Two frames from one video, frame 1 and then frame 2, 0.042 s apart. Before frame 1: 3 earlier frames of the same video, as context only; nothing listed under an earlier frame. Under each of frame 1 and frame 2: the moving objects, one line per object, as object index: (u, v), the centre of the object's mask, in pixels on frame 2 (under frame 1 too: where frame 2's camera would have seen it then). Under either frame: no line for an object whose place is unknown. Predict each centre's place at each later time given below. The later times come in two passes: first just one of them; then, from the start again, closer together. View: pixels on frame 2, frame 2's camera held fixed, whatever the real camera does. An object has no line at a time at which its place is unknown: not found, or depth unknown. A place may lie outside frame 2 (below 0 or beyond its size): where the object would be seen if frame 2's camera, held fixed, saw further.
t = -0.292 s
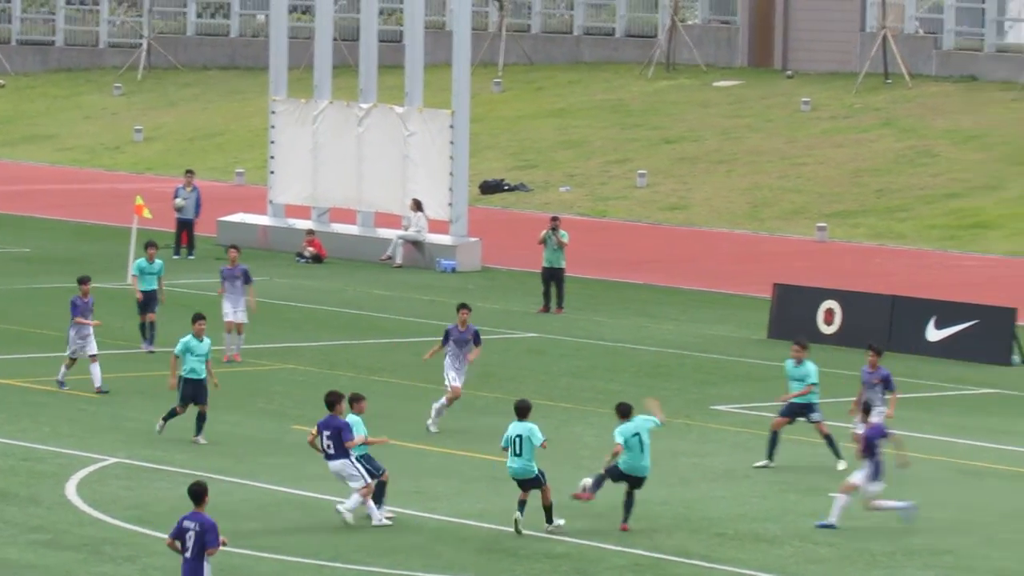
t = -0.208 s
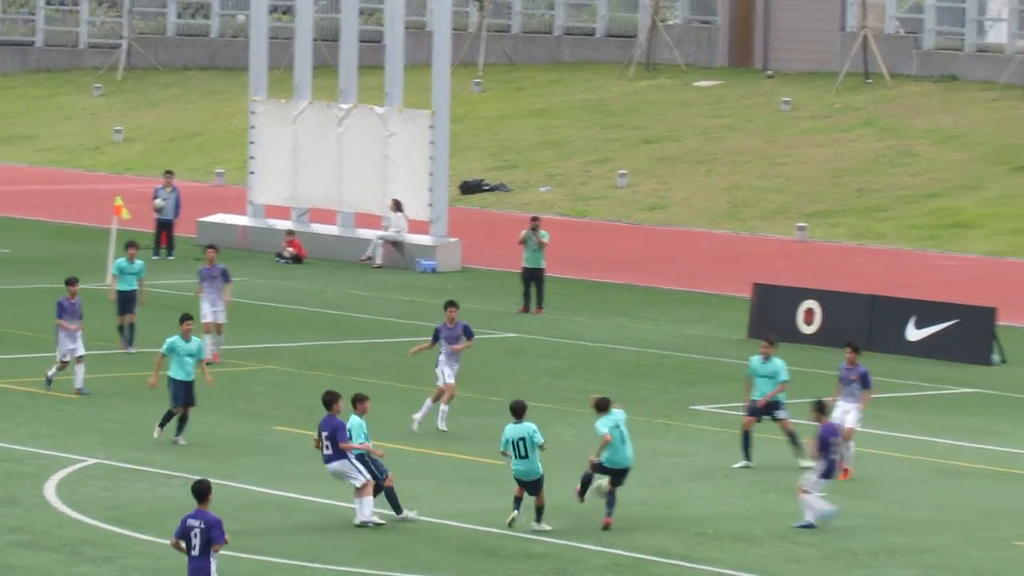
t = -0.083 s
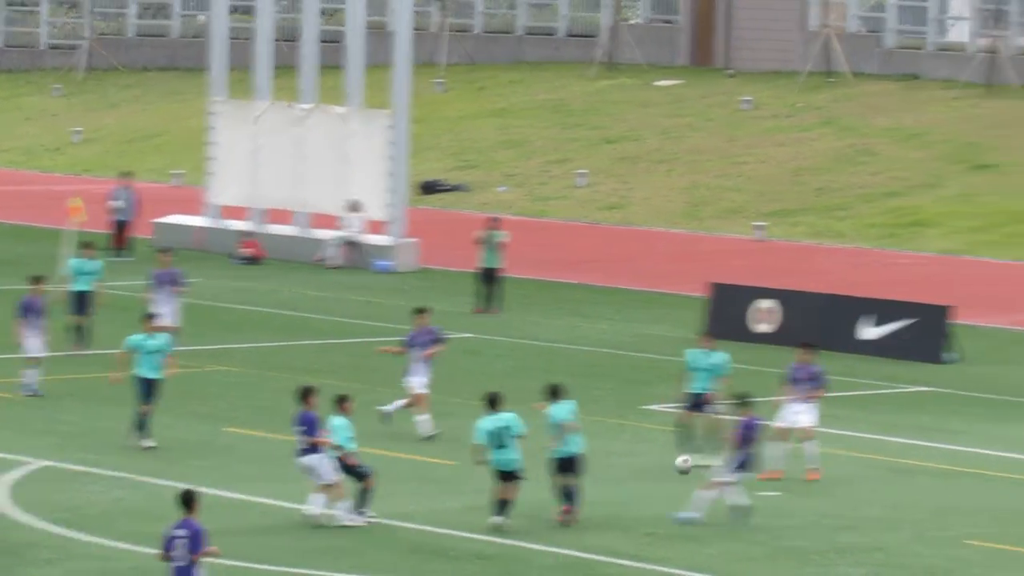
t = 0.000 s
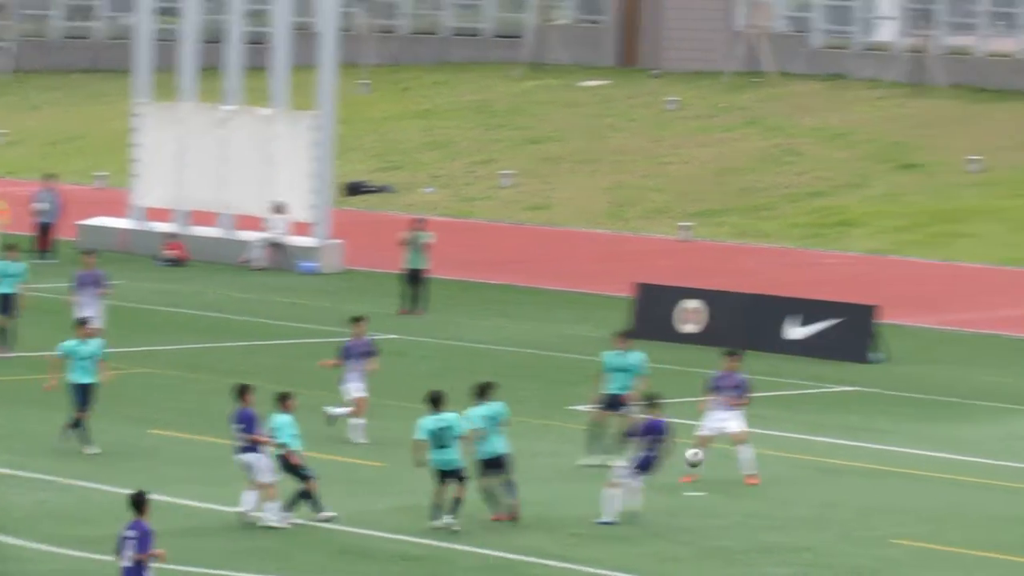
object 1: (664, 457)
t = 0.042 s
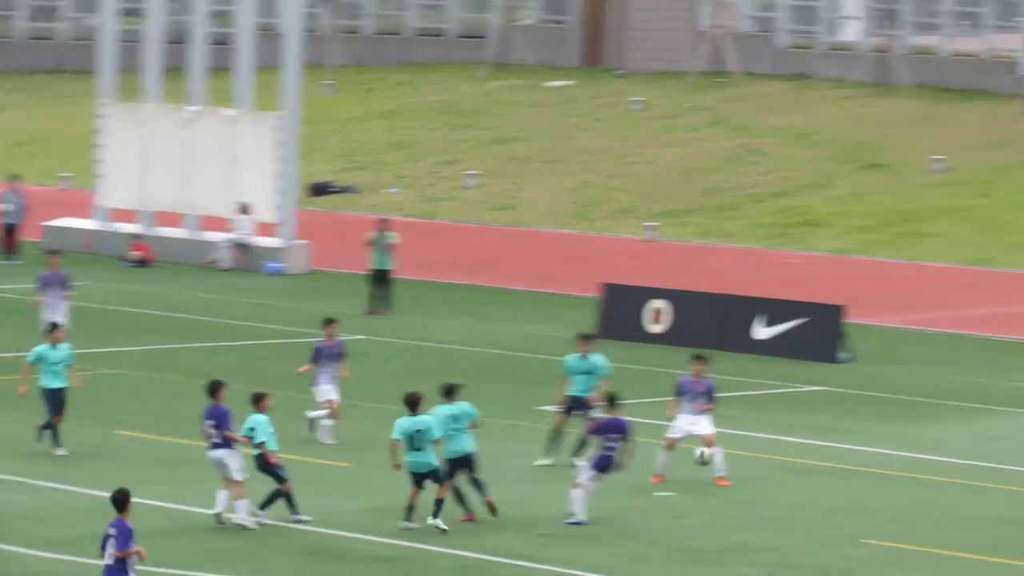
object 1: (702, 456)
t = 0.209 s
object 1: (859, 464)
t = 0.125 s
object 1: (782, 457)
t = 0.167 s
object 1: (820, 460)
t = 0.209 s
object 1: (859, 464)
